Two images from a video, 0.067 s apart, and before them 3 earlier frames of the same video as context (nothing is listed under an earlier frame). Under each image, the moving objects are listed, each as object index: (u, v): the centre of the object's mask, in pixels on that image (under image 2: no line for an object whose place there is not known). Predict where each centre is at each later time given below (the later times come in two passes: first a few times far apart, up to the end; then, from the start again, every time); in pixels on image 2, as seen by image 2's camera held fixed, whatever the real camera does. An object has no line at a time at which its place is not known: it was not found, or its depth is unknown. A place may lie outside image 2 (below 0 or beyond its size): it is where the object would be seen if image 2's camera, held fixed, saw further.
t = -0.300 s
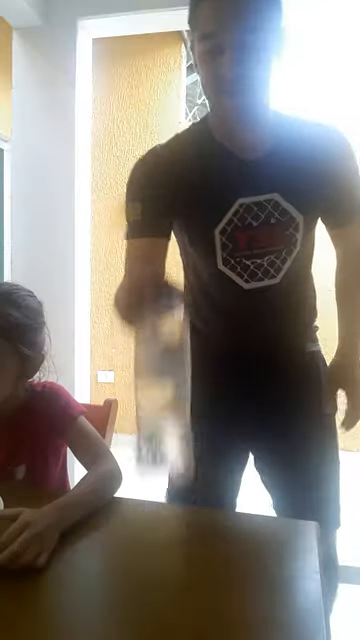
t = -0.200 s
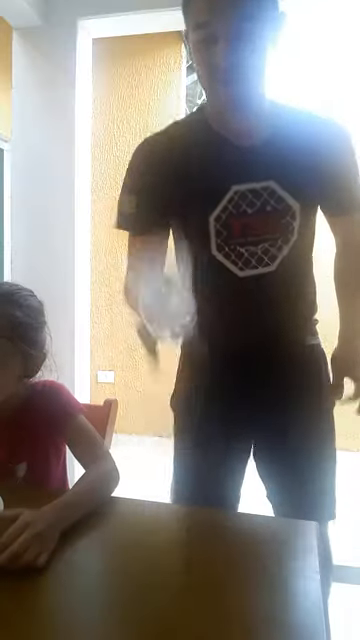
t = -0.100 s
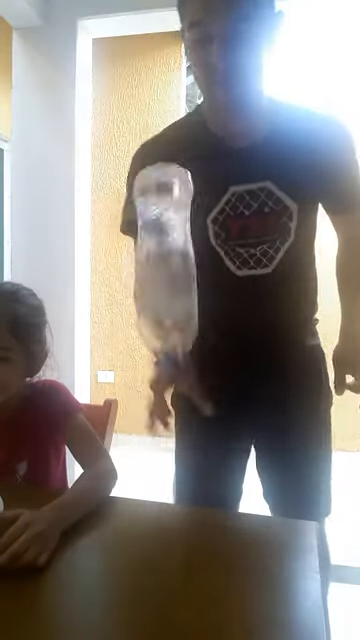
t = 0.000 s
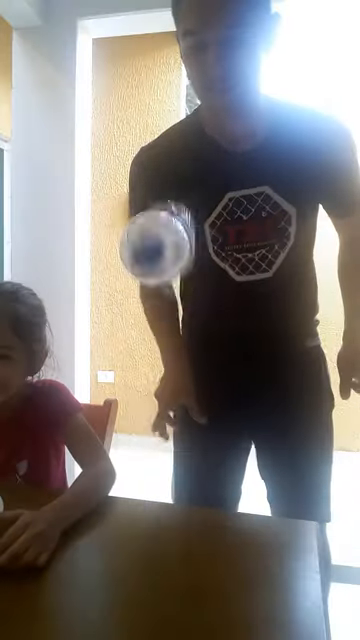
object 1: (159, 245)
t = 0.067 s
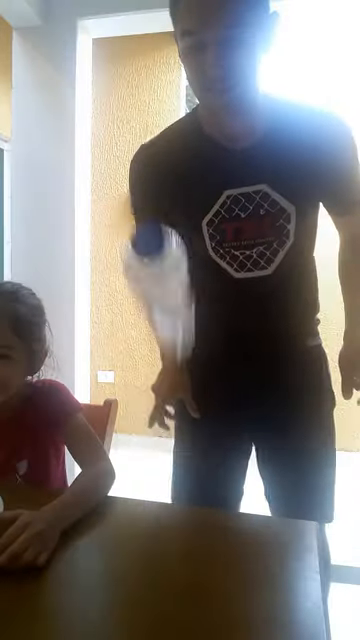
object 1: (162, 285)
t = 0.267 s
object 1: (152, 467)
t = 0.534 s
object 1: (140, 455)
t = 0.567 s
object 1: (139, 462)
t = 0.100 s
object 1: (165, 334)
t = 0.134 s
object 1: (163, 373)
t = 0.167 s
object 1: (164, 425)
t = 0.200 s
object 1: (161, 471)
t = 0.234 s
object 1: (155, 469)
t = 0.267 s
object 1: (152, 467)
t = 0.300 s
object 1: (151, 464)
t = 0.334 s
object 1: (150, 461)
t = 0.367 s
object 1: (149, 458)
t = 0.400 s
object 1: (148, 455)
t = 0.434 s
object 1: (147, 453)
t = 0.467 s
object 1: (145, 451)
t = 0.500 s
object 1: (143, 452)
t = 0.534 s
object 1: (140, 455)
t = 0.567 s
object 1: (139, 462)
